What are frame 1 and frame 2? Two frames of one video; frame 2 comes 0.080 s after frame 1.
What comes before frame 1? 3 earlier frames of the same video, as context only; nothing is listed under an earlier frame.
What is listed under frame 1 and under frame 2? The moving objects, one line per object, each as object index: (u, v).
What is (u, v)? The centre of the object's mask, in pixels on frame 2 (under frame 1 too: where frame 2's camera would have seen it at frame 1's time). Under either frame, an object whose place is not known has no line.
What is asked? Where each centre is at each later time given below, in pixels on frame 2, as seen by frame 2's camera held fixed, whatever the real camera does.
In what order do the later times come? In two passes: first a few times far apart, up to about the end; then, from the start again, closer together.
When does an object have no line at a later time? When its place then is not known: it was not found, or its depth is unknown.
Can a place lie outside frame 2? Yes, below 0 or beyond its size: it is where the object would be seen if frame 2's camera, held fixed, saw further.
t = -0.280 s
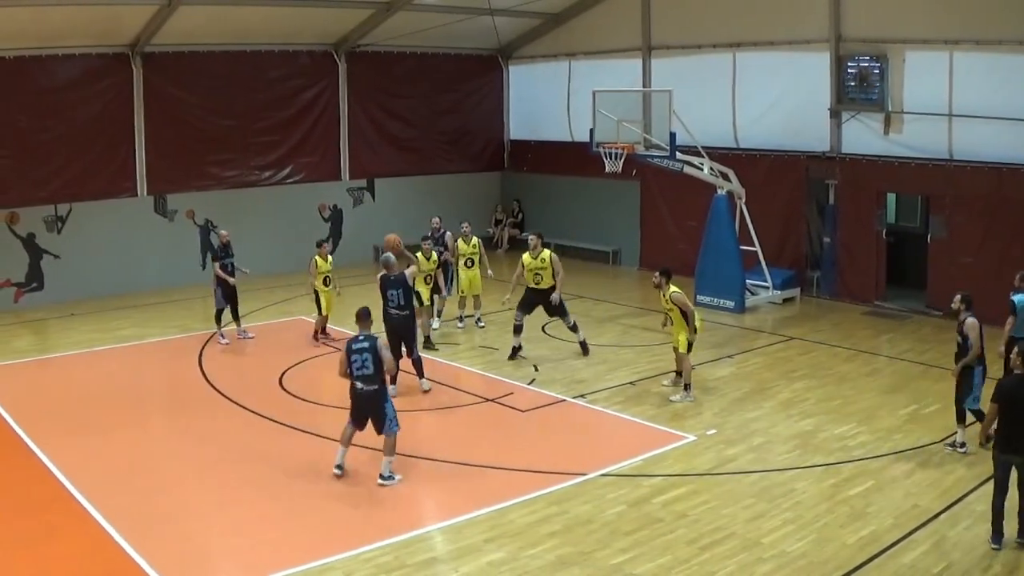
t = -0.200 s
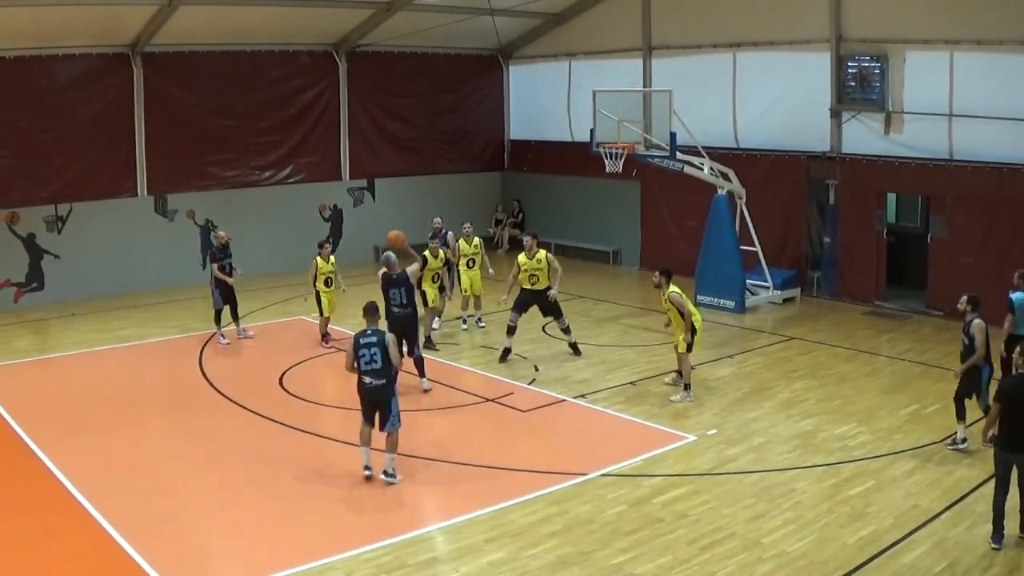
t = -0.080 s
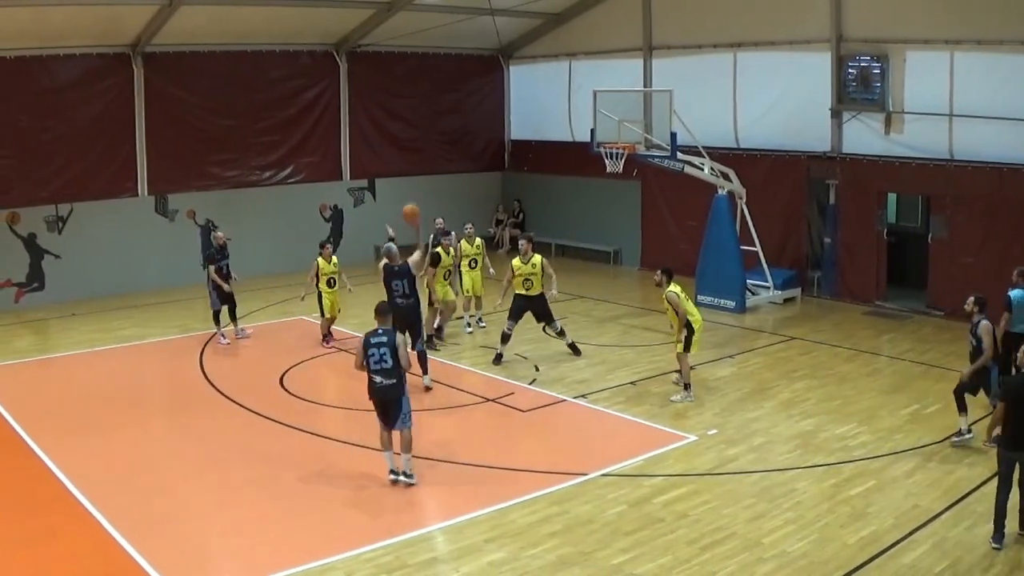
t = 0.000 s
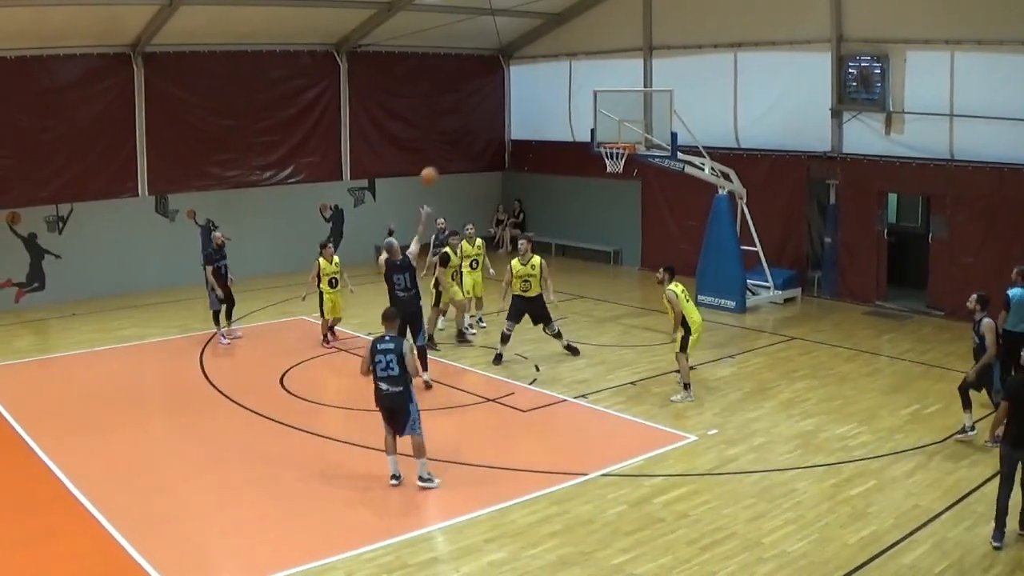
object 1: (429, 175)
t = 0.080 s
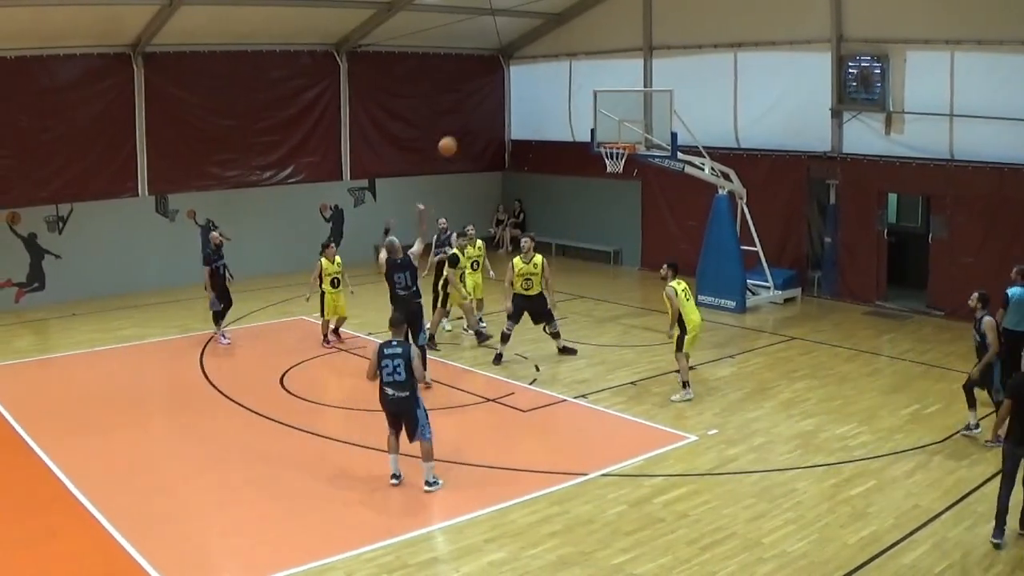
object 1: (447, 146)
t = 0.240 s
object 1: (482, 102)
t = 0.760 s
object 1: (581, 91)
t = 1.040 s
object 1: (614, 144)
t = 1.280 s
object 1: (625, 192)
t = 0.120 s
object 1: (456, 133)
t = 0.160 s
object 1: (465, 121)
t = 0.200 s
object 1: (474, 111)
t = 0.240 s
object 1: (482, 102)
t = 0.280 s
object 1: (491, 95)
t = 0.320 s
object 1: (498, 88)
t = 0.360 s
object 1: (507, 82)
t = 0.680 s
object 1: (568, 81)
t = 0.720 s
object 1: (574, 86)
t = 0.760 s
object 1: (581, 91)
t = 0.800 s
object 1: (588, 97)
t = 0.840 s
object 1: (594, 104)
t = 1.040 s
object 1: (614, 144)
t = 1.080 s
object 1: (612, 150)
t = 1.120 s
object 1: (611, 156)
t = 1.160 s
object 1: (615, 166)
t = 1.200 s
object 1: (619, 173)
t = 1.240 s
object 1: (622, 181)
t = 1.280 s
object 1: (625, 192)
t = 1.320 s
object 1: (626, 202)
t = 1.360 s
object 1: (629, 212)
